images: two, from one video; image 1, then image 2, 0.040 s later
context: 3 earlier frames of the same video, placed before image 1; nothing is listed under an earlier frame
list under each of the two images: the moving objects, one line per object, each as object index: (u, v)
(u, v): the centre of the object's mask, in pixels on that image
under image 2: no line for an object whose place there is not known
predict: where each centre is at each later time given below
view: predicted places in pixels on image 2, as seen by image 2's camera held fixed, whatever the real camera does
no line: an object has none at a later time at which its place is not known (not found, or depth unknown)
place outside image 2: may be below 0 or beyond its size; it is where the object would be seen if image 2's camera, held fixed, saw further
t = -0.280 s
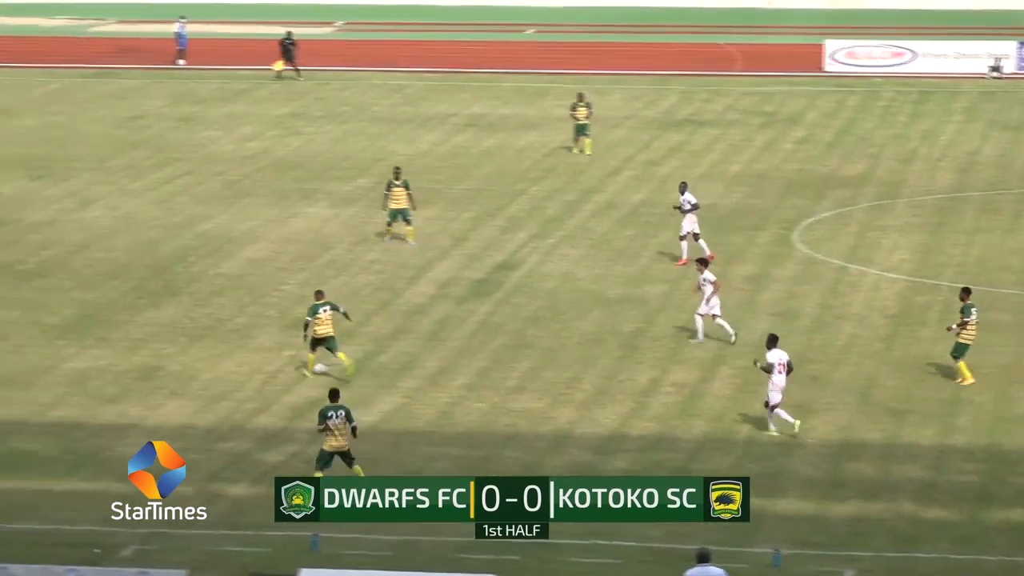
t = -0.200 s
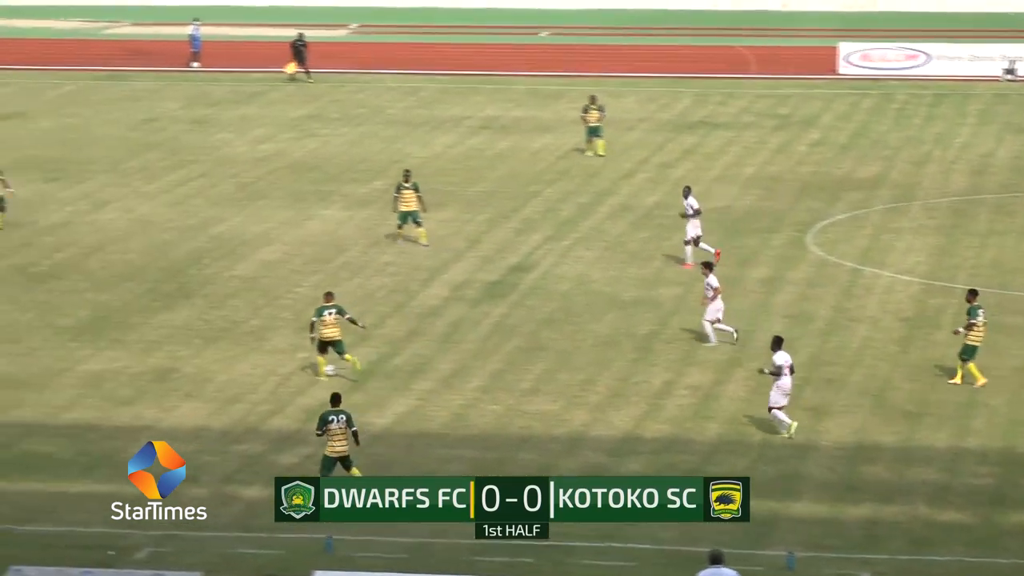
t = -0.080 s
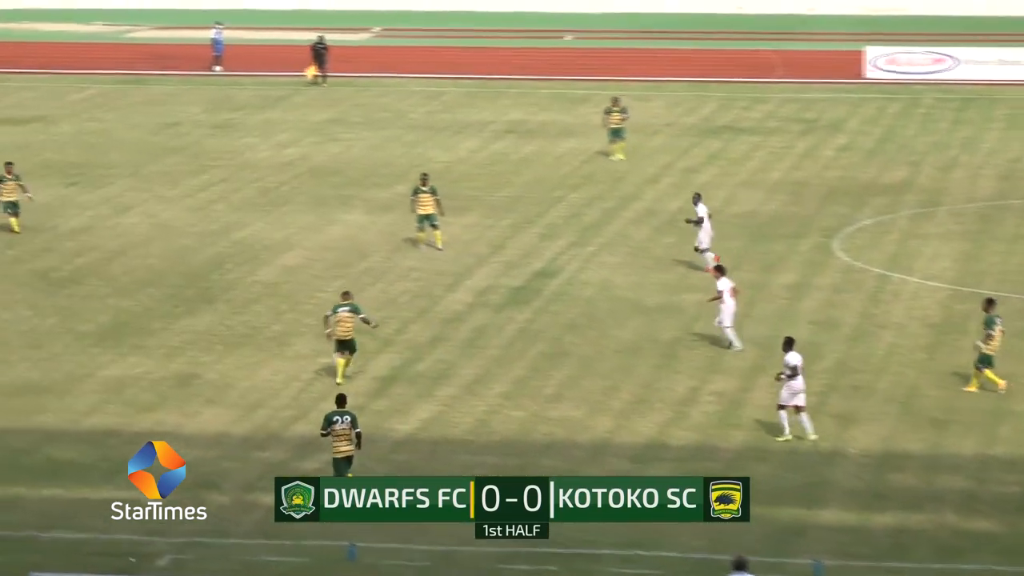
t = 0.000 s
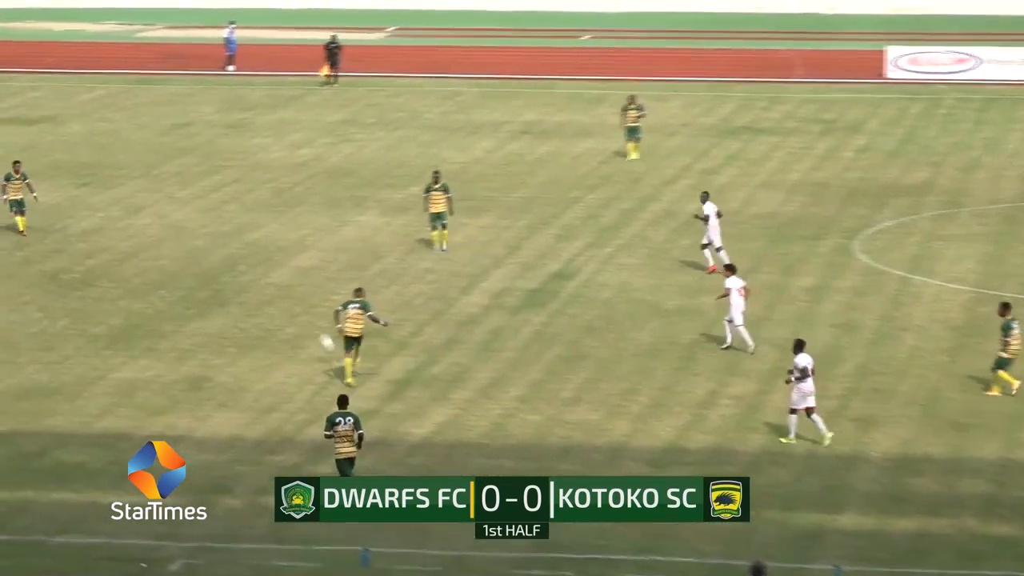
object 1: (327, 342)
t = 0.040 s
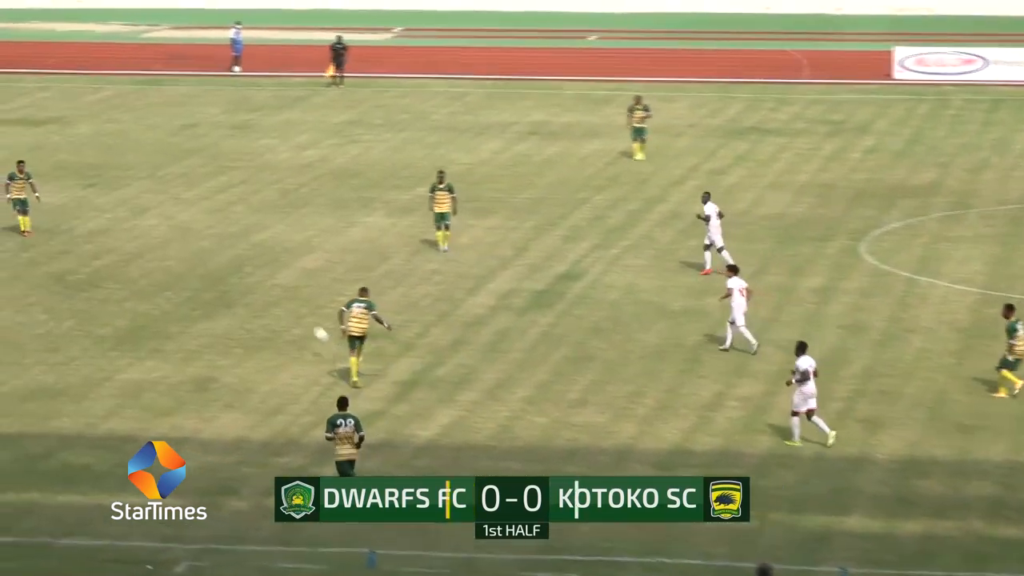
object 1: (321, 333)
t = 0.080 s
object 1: (309, 325)
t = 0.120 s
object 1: (297, 318)
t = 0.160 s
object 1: (285, 311)
